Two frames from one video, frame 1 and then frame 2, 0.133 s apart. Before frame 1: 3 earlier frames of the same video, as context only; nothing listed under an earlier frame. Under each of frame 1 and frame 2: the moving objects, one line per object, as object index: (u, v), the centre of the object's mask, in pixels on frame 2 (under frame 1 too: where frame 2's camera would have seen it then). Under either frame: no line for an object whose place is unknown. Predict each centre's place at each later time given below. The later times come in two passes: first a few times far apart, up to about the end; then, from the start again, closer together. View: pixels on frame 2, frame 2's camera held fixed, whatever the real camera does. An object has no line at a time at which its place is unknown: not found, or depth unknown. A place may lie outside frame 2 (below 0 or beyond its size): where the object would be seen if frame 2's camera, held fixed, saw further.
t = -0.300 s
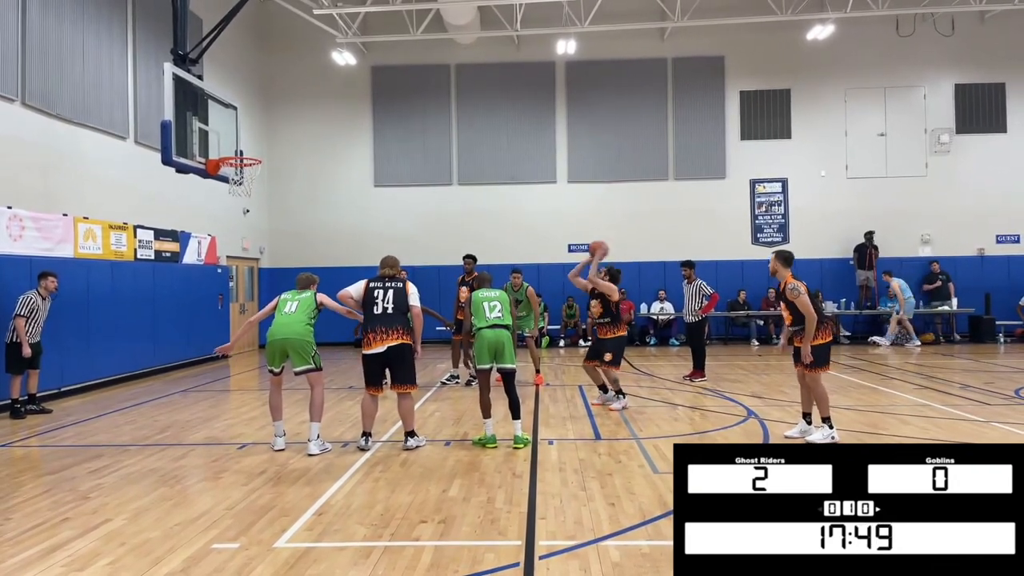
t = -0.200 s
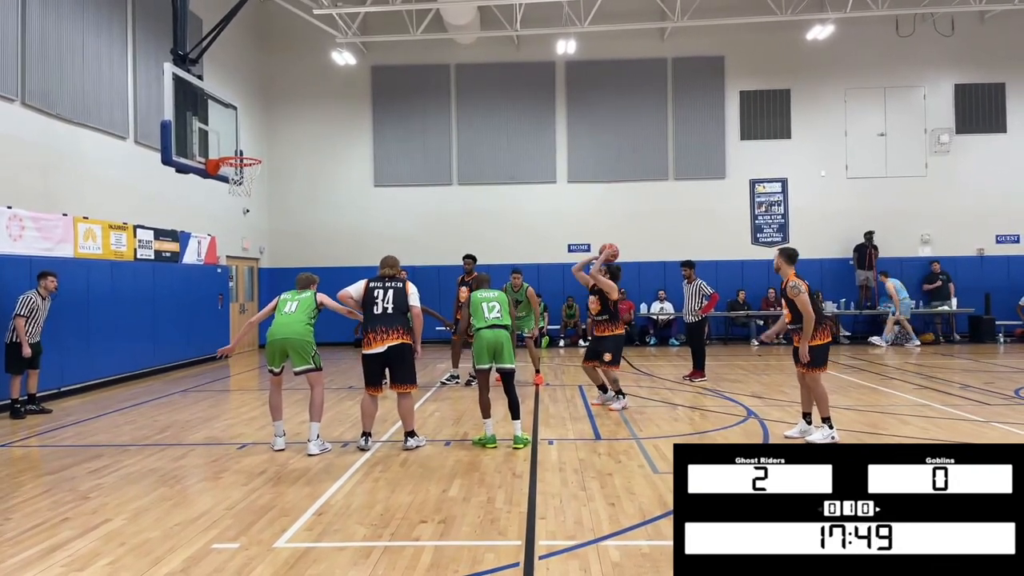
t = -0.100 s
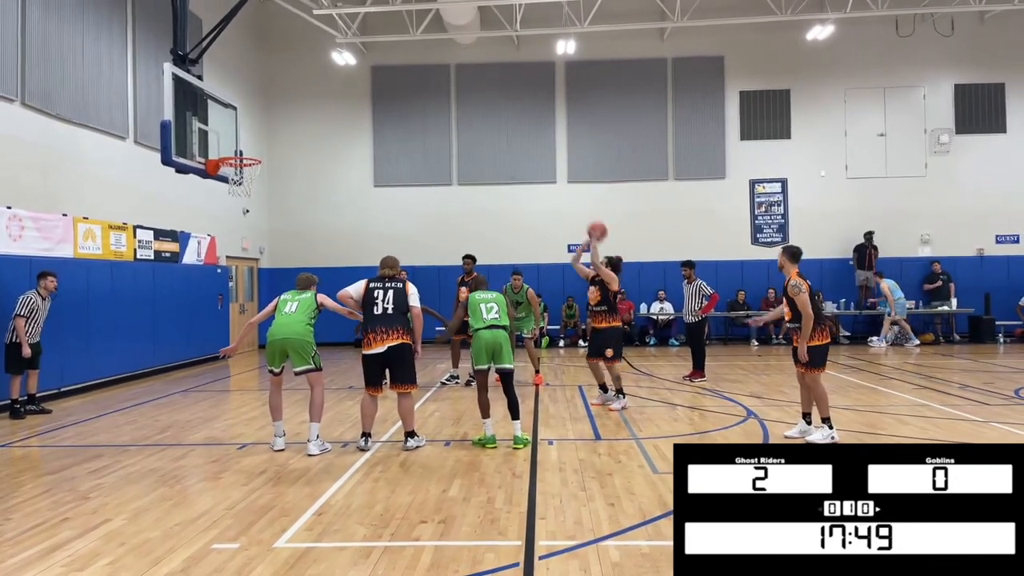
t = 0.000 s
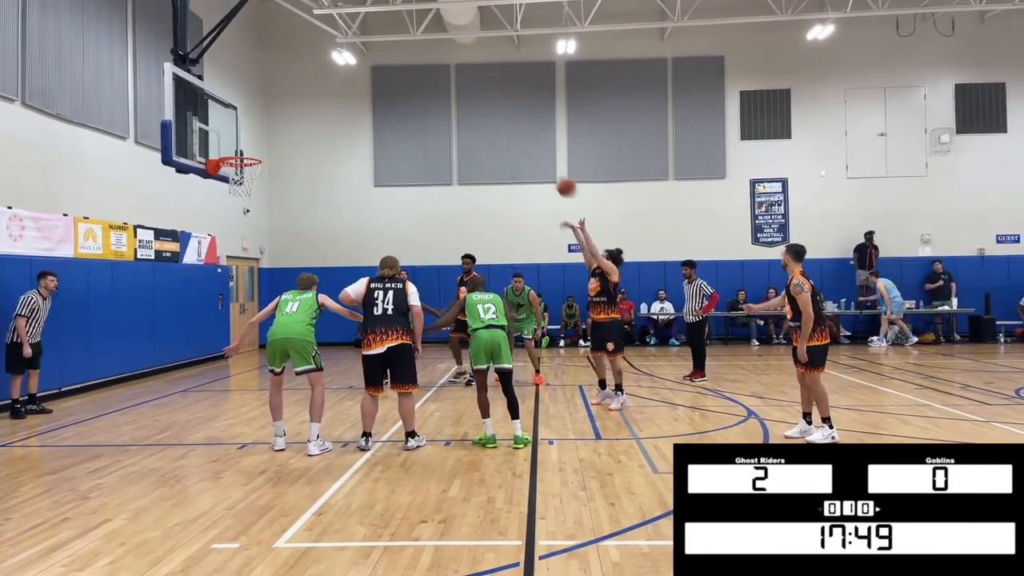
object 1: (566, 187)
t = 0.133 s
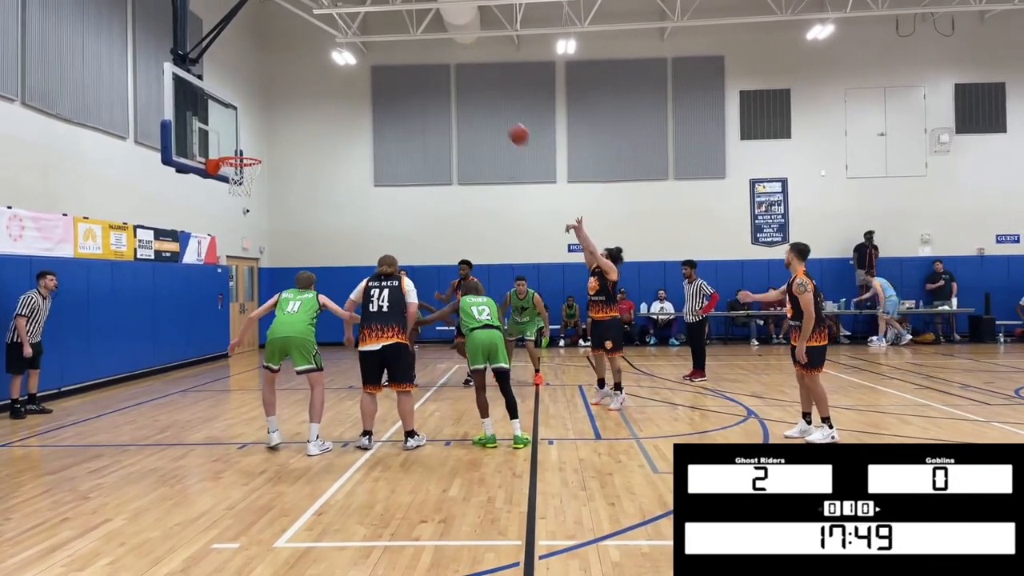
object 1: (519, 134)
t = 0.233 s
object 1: (484, 105)
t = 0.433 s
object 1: (417, 71)
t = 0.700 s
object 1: (330, 75)
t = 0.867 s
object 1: (278, 106)
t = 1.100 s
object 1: (250, 148)
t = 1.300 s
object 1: (319, 144)
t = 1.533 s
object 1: (402, 182)
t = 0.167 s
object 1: (507, 124)
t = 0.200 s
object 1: (496, 114)
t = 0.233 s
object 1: (484, 105)
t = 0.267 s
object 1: (472, 97)
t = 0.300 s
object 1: (461, 90)
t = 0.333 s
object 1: (450, 83)
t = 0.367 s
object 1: (438, 78)
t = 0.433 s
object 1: (417, 71)
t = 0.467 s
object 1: (406, 68)
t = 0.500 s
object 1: (395, 67)
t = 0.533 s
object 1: (384, 66)
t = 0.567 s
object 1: (373, 66)
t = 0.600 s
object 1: (363, 68)
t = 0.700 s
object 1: (330, 75)
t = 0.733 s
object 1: (319, 80)
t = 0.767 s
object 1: (309, 86)
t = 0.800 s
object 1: (298, 91)
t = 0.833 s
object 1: (288, 99)
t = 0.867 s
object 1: (278, 106)
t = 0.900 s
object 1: (267, 115)
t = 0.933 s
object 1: (258, 125)
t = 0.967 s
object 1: (248, 135)
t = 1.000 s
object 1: (237, 146)
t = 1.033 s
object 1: (228, 157)
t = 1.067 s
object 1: (239, 150)
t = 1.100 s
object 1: (250, 148)
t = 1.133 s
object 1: (262, 146)
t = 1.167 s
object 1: (273, 144)
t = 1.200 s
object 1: (284, 142)
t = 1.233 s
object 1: (296, 142)
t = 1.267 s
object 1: (307, 143)
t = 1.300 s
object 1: (319, 144)
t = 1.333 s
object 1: (331, 147)
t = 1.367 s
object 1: (343, 150)
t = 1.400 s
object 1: (354, 154)
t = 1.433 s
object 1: (366, 160)
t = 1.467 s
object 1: (378, 166)
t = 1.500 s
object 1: (390, 174)
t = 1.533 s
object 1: (402, 182)
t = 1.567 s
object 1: (414, 191)
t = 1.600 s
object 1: (426, 201)
